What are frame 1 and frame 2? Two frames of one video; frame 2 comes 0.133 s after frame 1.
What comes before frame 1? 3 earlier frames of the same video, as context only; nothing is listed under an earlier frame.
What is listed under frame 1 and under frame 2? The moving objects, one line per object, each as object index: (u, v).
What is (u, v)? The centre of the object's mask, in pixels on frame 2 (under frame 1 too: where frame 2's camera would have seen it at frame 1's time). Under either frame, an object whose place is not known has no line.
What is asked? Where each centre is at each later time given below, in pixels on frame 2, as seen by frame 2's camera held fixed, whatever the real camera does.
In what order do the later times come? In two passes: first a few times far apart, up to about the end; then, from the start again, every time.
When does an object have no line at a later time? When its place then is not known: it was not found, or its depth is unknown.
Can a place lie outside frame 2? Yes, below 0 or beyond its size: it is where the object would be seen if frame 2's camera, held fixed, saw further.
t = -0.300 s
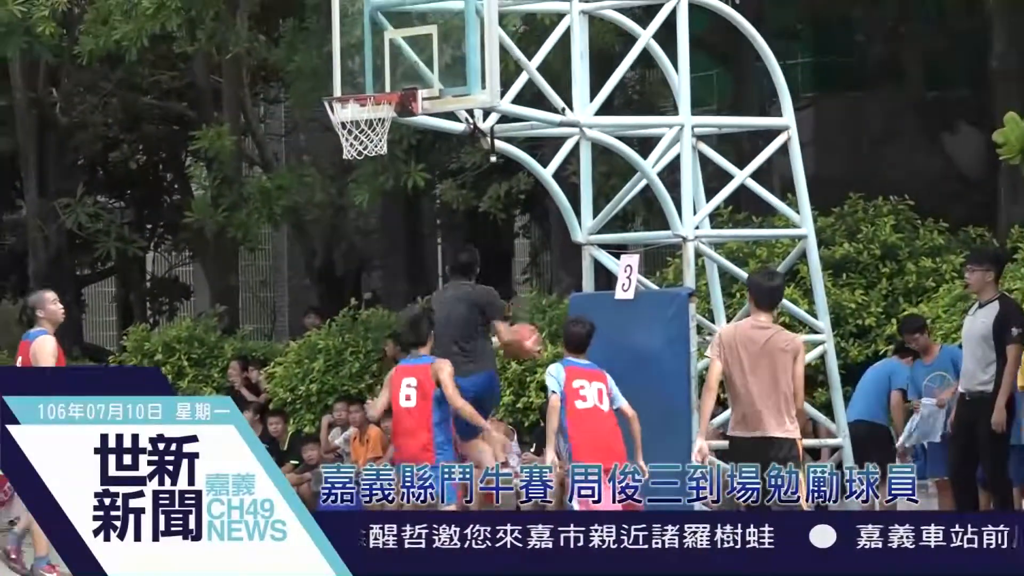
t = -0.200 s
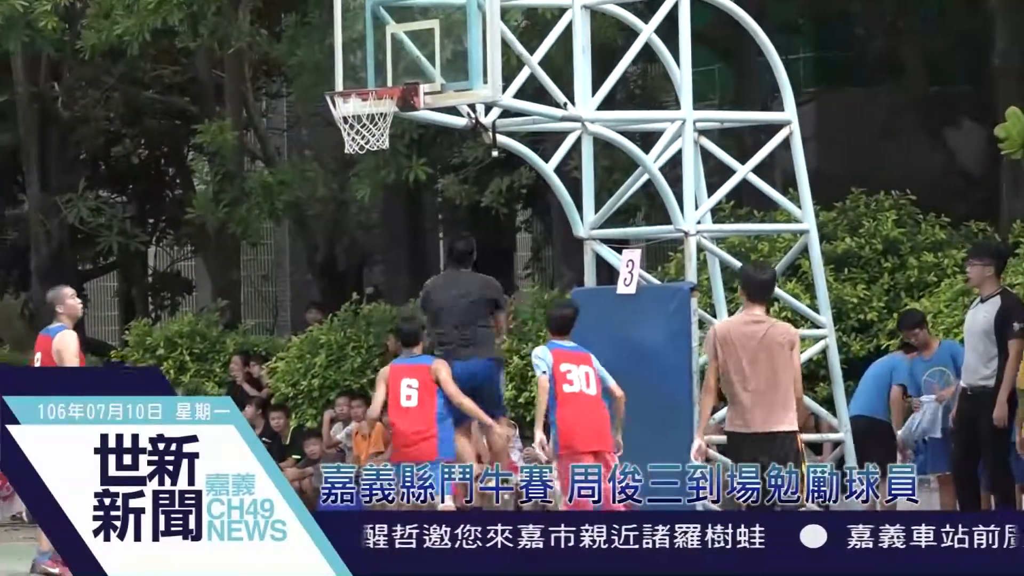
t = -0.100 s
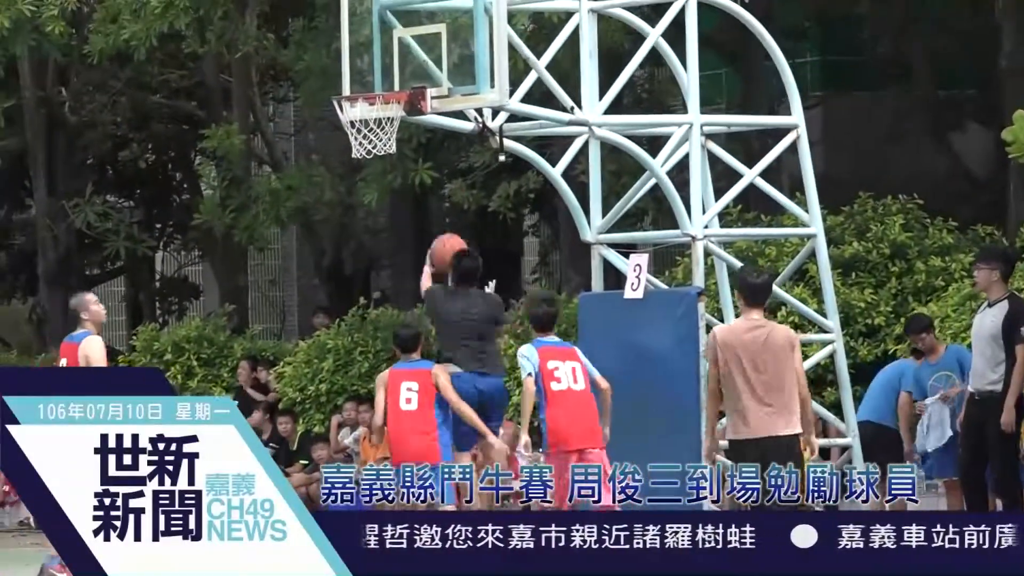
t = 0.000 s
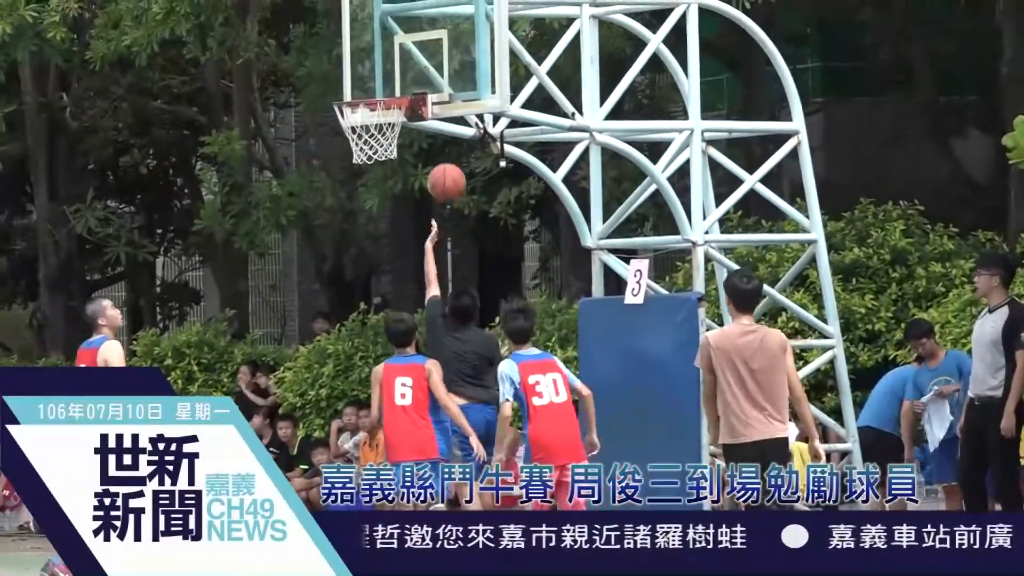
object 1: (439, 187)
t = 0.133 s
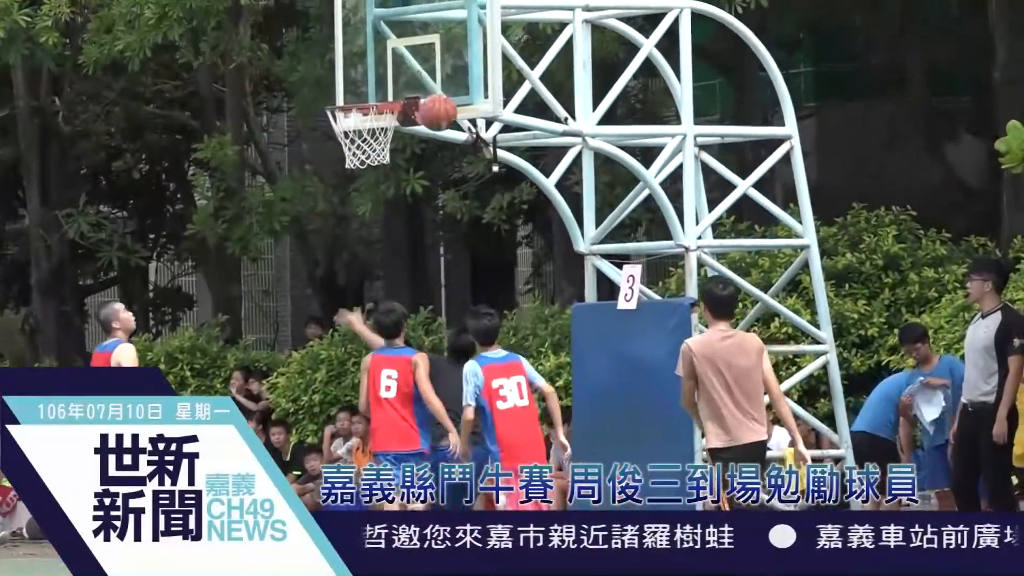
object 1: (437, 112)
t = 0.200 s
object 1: (437, 87)
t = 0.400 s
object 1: (436, 48)
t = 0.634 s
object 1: (400, 91)
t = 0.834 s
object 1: (415, 121)
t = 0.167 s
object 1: (437, 99)
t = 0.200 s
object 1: (437, 87)
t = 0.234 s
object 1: (437, 76)
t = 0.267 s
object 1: (437, 67)
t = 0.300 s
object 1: (437, 59)
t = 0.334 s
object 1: (437, 54)
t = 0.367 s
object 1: (436, 50)
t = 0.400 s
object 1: (436, 48)
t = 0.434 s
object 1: (435, 47)
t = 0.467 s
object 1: (430, 49)
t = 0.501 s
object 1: (425, 53)
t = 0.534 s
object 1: (419, 59)
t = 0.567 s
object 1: (413, 67)
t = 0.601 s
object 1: (408, 76)
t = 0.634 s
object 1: (400, 91)
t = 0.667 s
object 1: (400, 95)
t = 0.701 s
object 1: (402, 96)
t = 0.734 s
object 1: (406, 99)
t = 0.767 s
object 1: (409, 105)
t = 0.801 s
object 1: (413, 112)
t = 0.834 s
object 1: (415, 121)
